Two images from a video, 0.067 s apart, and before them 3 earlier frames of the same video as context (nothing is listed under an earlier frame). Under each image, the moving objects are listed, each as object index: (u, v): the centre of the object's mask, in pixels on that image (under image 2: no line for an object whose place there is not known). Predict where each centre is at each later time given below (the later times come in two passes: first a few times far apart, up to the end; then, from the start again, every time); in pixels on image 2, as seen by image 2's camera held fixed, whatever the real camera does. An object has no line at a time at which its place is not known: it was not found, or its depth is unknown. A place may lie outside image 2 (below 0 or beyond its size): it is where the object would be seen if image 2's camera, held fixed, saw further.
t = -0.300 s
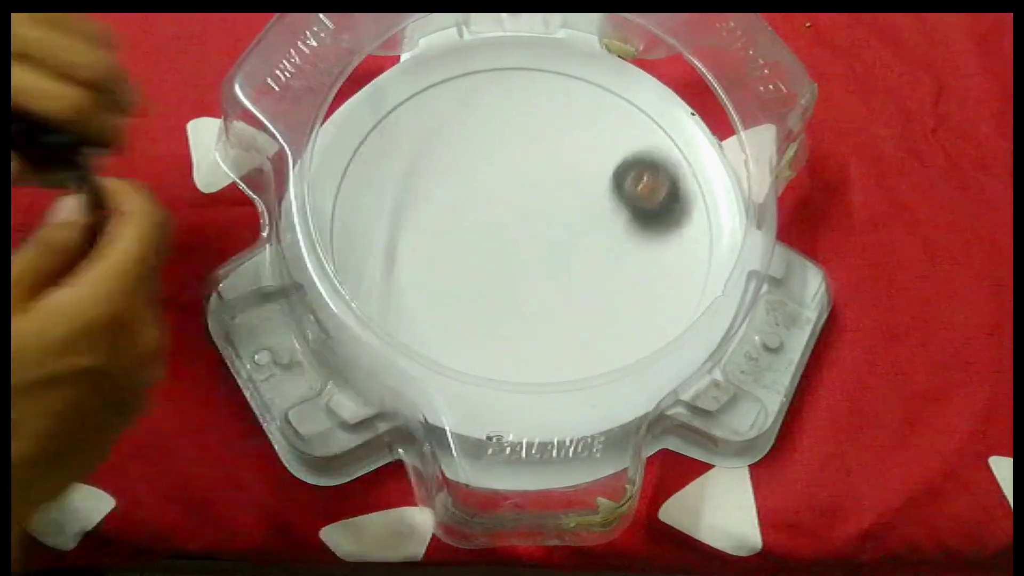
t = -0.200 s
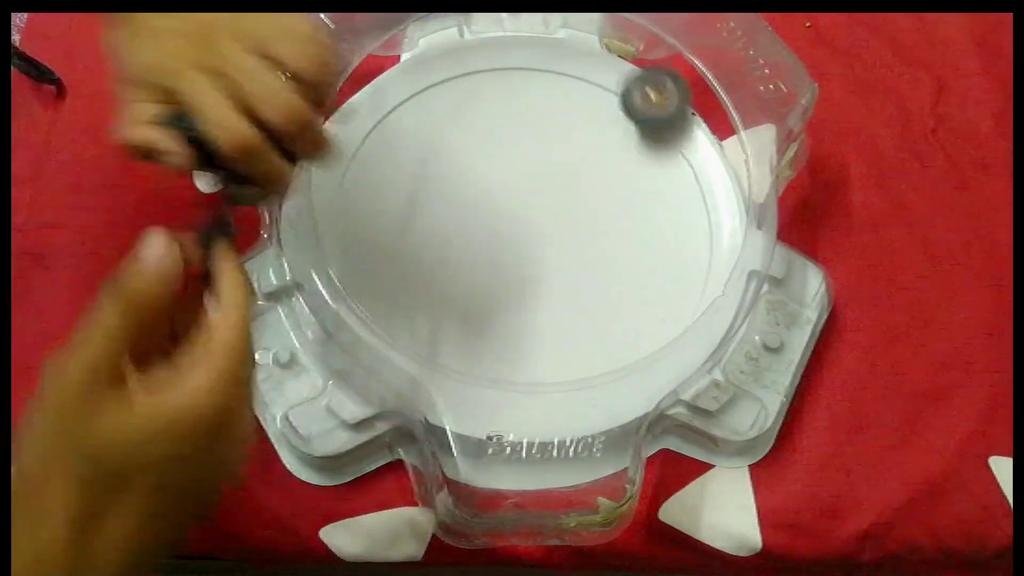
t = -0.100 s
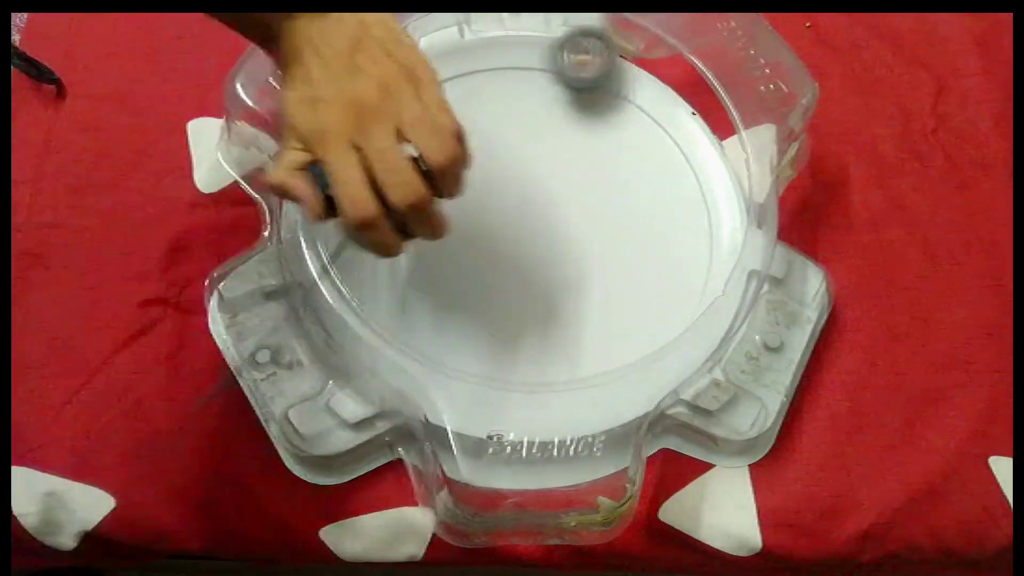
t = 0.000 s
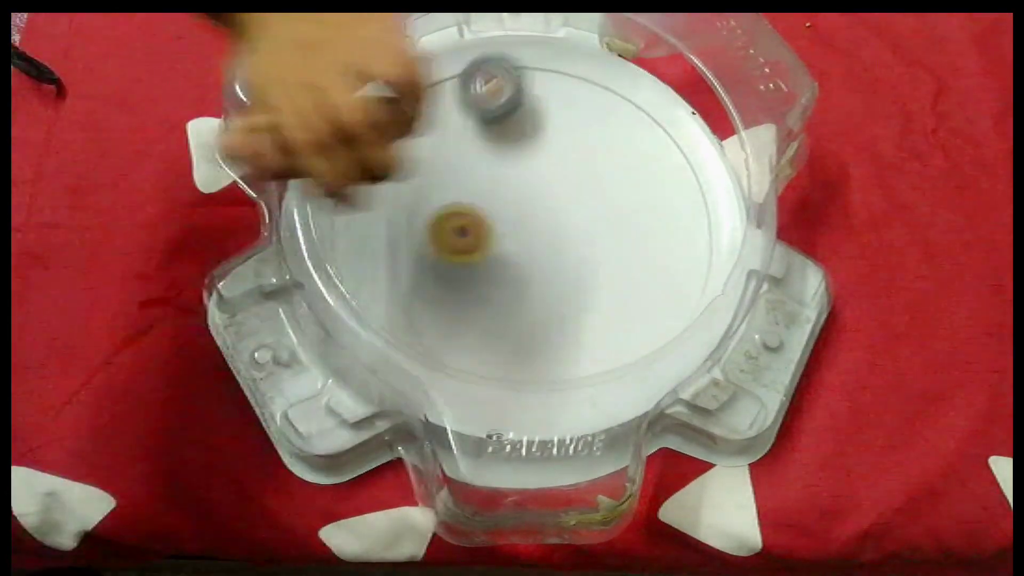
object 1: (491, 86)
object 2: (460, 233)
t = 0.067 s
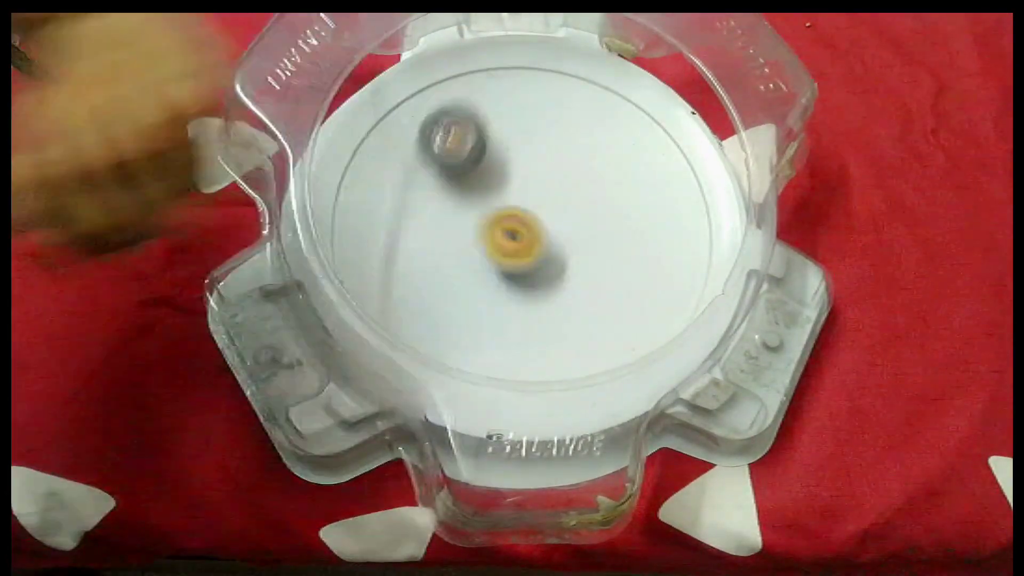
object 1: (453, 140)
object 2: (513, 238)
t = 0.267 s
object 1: (517, 324)
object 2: (558, 201)
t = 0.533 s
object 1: (719, 228)
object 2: (486, 137)
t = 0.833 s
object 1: (486, 116)
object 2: (531, 274)
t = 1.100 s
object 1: (399, 344)
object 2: (633, 152)
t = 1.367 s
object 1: (647, 307)
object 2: (471, 136)
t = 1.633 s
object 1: (525, 120)
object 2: (541, 313)
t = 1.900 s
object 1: (341, 205)
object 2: (666, 189)
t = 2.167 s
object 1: (543, 321)
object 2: (478, 140)
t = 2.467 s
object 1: (604, 100)
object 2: (494, 329)
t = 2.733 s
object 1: (419, 107)
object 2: (624, 230)
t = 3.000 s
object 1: (502, 304)
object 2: (476, 148)
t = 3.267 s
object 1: (685, 220)
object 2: (439, 280)
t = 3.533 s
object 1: (547, 95)
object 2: (582, 242)
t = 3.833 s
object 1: (431, 279)
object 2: (498, 128)
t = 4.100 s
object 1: (610, 319)
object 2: (453, 225)
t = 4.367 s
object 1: (599, 145)
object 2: (560, 260)
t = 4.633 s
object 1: (465, 62)
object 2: (566, 267)
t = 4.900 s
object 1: (425, 204)
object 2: (517, 244)
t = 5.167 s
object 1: (484, 270)
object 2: (567, 243)
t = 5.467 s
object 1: (536, 233)
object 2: (579, 145)
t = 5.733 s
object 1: (507, 216)
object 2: (490, 124)
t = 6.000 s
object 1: (518, 252)
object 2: (464, 206)
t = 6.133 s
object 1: (585, 297)
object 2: (460, 195)
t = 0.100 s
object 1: (442, 171)
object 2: (529, 237)
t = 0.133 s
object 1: (442, 208)
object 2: (539, 232)
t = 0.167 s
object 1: (450, 243)
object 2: (548, 227)
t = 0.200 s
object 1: (465, 274)
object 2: (555, 221)
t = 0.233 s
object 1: (488, 302)
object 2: (558, 212)
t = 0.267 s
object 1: (517, 324)
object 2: (558, 201)
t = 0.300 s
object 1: (552, 338)
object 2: (557, 190)
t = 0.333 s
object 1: (587, 344)
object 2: (555, 177)
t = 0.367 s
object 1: (626, 343)
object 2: (550, 164)
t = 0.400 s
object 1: (666, 336)
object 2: (543, 152)
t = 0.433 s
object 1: (688, 310)
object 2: (533, 142)
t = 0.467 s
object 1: (705, 287)
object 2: (519, 136)
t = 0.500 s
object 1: (720, 260)
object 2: (502, 134)
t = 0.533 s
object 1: (719, 228)
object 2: (486, 137)
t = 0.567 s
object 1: (717, 193)
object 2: (469, 145)
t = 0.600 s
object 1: (705, 165)
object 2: (456, 159)
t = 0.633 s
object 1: (685, 141)
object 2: (450, 176)
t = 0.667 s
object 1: (656, 121)
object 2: (448, 196)
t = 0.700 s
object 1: (621, 106)
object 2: (452, 217)
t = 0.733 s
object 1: (588, 98)
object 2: (464, 237)
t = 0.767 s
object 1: (555, 97)
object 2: (483, 254)
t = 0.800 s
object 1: (518, 105)
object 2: (504, 266)
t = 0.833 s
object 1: (486, 116)
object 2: (531, 274)
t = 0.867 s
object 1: (455, 136)
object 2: (555, 274)
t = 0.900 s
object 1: (425, 159)
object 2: (580, 268)
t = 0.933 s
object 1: (402, 183)
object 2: (603, 255)
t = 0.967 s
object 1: (382, 214)
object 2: (622, 238)
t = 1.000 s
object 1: (373, 248)
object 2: (634, 218)
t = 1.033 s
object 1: (374, 281)
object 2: (640, 196)
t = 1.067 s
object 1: (386, 306)
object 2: (639, 173)
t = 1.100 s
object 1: (399, 344)
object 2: (633, 152)
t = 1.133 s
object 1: (434, 364)
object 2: (621, 133)
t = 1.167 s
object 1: (475, 381)
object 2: (604, 117)
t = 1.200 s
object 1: (510, 386)
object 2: (585, 106)
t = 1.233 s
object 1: (546, 385)
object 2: (563, 99)
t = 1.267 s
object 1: (581, 374)
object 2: (540, 99)
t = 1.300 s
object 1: (611, 357)
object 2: (514, 105)
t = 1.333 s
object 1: (629, 331)
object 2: (492, 117)
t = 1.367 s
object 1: (647, 307)
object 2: (471, 136)
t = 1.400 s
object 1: (651, 277)
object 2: (456, 159)
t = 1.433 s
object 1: (647, 247)
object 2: (448, 184)
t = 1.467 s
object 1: (638, 217)
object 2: (446, 214)
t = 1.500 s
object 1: (623, 191)
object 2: (453, 239)
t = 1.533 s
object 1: (603, 169)
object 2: (468, 265)
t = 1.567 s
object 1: (579, 147)
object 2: (487, 286)
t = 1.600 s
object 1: (553, 130)
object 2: (511, 302)
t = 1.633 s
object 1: (525, 120)
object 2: (541, 313)
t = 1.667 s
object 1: (495, 111)
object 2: (570, 315)
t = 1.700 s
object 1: (464, 109)
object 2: (599, 311)
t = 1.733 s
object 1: (433, 111)
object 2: (626, 300)
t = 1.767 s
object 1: (404, 118)
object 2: (648, 282)
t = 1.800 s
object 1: (378, 131)
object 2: (665, 261)
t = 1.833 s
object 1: (356, 148)
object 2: (673, 237)
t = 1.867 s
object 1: (341, 173)
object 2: (673, 212)
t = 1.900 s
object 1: (341, 205)
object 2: (666, 189)
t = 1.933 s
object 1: (348, 238)
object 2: (654, 167)
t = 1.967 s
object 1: (364, 270)
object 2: (635, 149)
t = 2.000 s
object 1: (385, 295)
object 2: (611, 133)
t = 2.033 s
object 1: (411, 315)
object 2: (585, 122)
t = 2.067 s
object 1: (441, 329)
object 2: (558, 118)
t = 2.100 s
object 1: (477, 335)
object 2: (529, 119)
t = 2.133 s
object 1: (510, 328)
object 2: (504, 126)
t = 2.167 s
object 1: (543, 321)
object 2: (478, 140)
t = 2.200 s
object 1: (571, 302)
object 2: (455, 157)
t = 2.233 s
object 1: (594, 282)
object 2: (440, 178)
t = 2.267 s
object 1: (612, 258)
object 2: (428, 204)
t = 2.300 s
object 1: (624, 233)
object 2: (423, 230)
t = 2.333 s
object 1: (632, 204)
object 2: (426, 257)
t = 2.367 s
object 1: (633, 174)
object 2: (434, 281)
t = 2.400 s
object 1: (628, 149)
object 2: (451, 303)
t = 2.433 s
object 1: (618, 122)
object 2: (471, 319)
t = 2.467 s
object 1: (604, 100)
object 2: (494, 329)
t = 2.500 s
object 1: (586, 79)
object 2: (520, 333)
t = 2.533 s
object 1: (566, 64)
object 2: (546, 331)
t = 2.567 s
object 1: (544, 55)
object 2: (571, 324)
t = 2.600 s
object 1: (515, 52)
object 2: (593, 313)
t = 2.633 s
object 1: (486, 57)
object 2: (611, 296)
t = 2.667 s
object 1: (459, 68)
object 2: (622, 276)
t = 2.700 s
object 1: (434, 85)
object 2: (626, 253)
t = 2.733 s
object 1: (419, 107)
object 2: (624, 230)
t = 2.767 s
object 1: (406, 133)
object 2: (617, 209)
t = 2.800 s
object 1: (400, 161)
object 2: (605, 189)
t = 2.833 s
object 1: (401, 190)
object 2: (588, 172)
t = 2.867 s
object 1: (411, 220)
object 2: (569, 158)
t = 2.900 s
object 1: (424, 246)
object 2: (547, 149)
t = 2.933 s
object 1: (446, 270)
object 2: (524, 144)
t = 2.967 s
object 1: (472, 289)
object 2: (498, 144)
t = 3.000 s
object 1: (502, 304)
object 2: (476, 148)
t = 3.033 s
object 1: (533, 313)
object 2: (454, 158)
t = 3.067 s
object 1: (564, 314)
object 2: (436, 172)
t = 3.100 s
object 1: (596, 308)
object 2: (422, 189)
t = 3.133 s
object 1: (625, 298)
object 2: (413, 209)
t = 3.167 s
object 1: (648, 285)
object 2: (410, 229)
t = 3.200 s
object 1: (666, 263)
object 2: (414, 248)
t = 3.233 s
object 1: (679, 243)
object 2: (424, 266)
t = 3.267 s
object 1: (685, 220)
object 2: (439, 280)
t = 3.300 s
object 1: (684, 193)
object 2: (458, 292)
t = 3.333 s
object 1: (678, 170)
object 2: (480, 299)
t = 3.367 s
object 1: (663, 145)
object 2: (502, 302)
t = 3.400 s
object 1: (645, 126)
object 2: (525, 298)
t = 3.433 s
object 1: (624, 111)
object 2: (545, 289)
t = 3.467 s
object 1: (600, 101)
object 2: (561, 276)
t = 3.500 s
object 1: (573, 95)
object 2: (574, 260)
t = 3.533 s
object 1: (547, 95)
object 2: (582, 242)
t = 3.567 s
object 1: (521, 100)
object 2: (586, 223)
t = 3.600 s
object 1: (494, 113)
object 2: (586, 204)
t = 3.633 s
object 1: (471, 129)
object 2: (582, 184)
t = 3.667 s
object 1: (451, 150)
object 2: (574, 166)
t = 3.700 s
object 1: (436, 172)
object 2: (563, 151)
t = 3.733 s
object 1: (427, 200)
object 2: (549, 139)
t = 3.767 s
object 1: (421, 225)
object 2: (533, 131)
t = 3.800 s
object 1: (423, 253)
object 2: (516, 127)
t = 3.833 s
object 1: (431, 279)
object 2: (498, 128)
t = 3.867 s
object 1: (444, 302)
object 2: (481, 131)
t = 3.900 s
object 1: (464, 323)
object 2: (466, 139)
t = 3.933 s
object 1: (486, 336)
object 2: (454, 150)
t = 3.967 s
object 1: (512, 343)
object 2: (445, 164)
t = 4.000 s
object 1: (540, 343)
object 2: (441, 180)
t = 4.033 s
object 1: (566, 338)
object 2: (441, 196)
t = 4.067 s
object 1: (589, 329)
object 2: (445, 211)
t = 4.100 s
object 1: (610, 319)
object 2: (453, 225)
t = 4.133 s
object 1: (621, 299)
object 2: (466, 237)
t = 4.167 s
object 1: (628, 280)
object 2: (482, 247)
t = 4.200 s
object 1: (631, 259)
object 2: (500, 254)
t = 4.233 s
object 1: (628, 237)
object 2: (520, 258)
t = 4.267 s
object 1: (621, 218)
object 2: (539, 258)
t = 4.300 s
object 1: (610, 200)
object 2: (556, 254)
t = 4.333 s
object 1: (600, 179)
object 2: (565, 253)
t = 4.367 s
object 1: (599, 145)
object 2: (560, 260)
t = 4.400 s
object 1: (592, 120)
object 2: (559, 265)
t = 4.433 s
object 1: (582, 100)
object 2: (561, 269)
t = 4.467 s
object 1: (569, 81)
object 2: (562, 272)
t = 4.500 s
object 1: (552, 66)
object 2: (564, 274)
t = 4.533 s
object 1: (533, 54)
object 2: (566, 274)
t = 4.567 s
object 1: (511, 50)
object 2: (567, 272)
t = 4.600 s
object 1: (487, 57)
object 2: (567, 270)
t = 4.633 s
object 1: (465, 62)
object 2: (566, 267)
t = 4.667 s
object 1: (445, 69)
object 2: (564, 263)
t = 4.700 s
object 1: (430, 82)
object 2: (559, 259)
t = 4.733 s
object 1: (419, 98)
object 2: (554, 255)
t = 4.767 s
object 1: (411, 119)
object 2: (548, 251)
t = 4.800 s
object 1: (407, 140)
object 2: (541, 249)
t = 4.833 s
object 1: (410, 163)
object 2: (533, 246)
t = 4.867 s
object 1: (416, 186)
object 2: (525, 244)
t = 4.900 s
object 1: (425, 204)
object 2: (517, 244)
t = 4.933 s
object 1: (436, 221)
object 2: (513, 246)
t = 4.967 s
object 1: (432, 229)
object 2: (526, 253)
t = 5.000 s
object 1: (430, 236)
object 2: (535, 258)
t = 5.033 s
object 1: (436, 247)
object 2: (544, 259)
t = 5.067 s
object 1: (445, 256)
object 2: (551, 257)
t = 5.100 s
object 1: (457, 263)
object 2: (558, 254)
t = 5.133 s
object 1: (470, 268)
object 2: (563, 249)
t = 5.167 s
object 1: (484, 270)
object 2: (567, 243)
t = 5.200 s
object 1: (499, 268)
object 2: (570, 237)
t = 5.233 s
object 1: (509, 267)
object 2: (573, 228)
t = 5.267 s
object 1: (514, 267)
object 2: (585, 216)
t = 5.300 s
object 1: (520, 266)
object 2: (591, 203)
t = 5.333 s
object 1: (526, 263)
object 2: (594, 190)
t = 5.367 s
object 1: (530, 258)
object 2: (595, 178)
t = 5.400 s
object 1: (533, 252)
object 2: (592, 166)
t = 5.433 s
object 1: (535, 242)
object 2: (587, 154)
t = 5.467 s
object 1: (536, 233)
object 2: (579, 145)
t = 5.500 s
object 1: (535, 224)
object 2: (570, 137)
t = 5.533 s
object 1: (534, 215)
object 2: (560, 132)
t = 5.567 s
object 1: (532, 207)
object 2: (548, 129)
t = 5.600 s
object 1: (528, 199)
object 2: (535, 129)
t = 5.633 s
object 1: (524, 196)
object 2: (523, 131)
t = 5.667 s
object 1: (517, 201)
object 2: (513, 125)
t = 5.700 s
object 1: (510, 208)
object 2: (501, 123)
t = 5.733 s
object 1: (507, 216)
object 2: (490, 124)
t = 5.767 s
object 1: (504, 222)
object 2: (479, 128)
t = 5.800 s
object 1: (503, 229)
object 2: (470, 135)
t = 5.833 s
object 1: (503, 234)
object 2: (462, 144)
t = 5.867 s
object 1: (505, 238)
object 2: (458, 155)
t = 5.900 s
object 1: (507, 244)
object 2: (455, 166)
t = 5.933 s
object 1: (511, 247)
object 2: (456, 179)
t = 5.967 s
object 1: (514, 249)
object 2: (458, 193)
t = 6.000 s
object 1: (518, 252)
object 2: (464, 206)
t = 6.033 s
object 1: (533, 266)
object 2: (469, 211)
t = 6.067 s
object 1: (550, 282)
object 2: (464, 202)
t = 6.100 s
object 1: (569, 293)
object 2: (462, 197)
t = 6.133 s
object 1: (585, 297)
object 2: (460, 195)
